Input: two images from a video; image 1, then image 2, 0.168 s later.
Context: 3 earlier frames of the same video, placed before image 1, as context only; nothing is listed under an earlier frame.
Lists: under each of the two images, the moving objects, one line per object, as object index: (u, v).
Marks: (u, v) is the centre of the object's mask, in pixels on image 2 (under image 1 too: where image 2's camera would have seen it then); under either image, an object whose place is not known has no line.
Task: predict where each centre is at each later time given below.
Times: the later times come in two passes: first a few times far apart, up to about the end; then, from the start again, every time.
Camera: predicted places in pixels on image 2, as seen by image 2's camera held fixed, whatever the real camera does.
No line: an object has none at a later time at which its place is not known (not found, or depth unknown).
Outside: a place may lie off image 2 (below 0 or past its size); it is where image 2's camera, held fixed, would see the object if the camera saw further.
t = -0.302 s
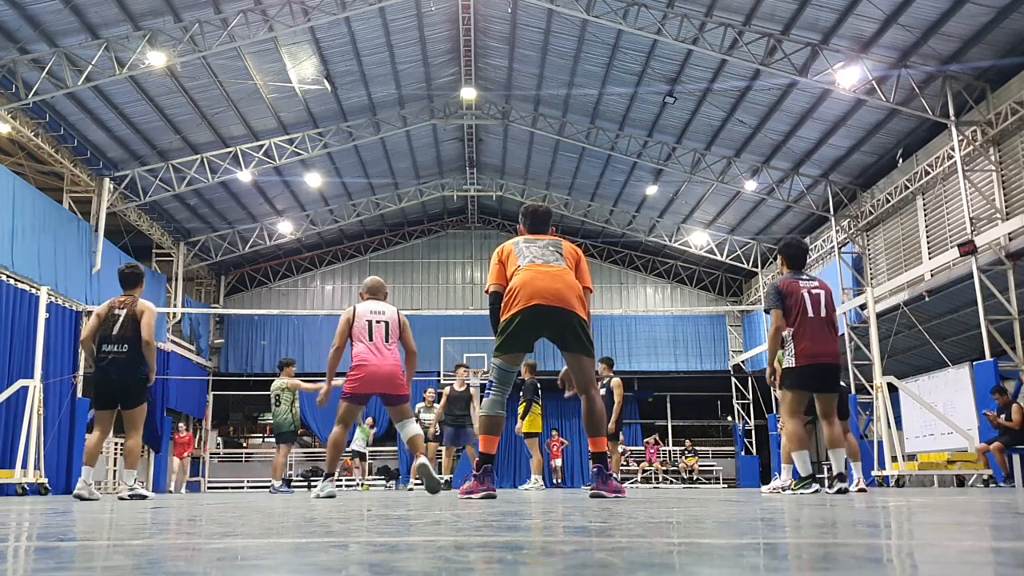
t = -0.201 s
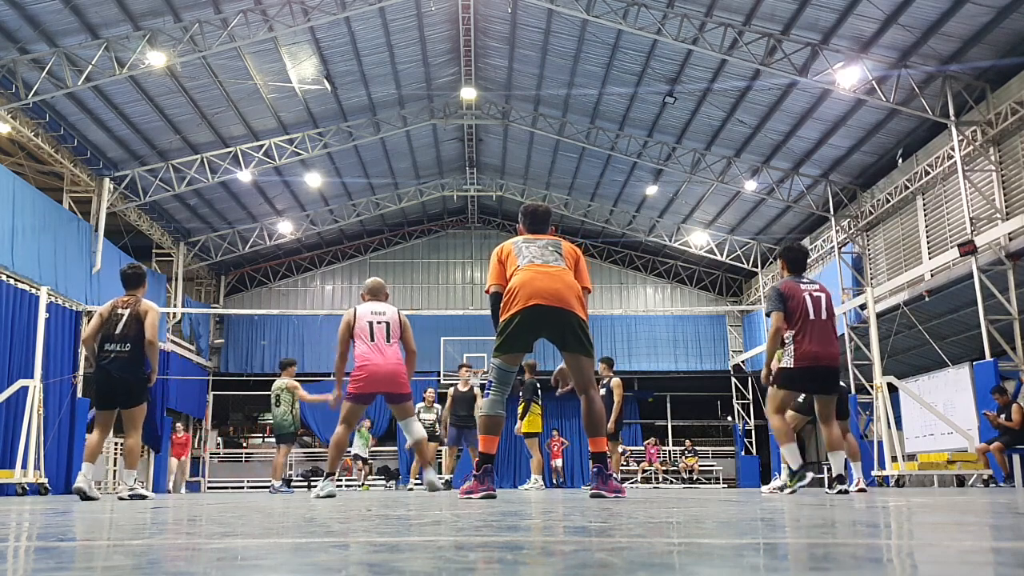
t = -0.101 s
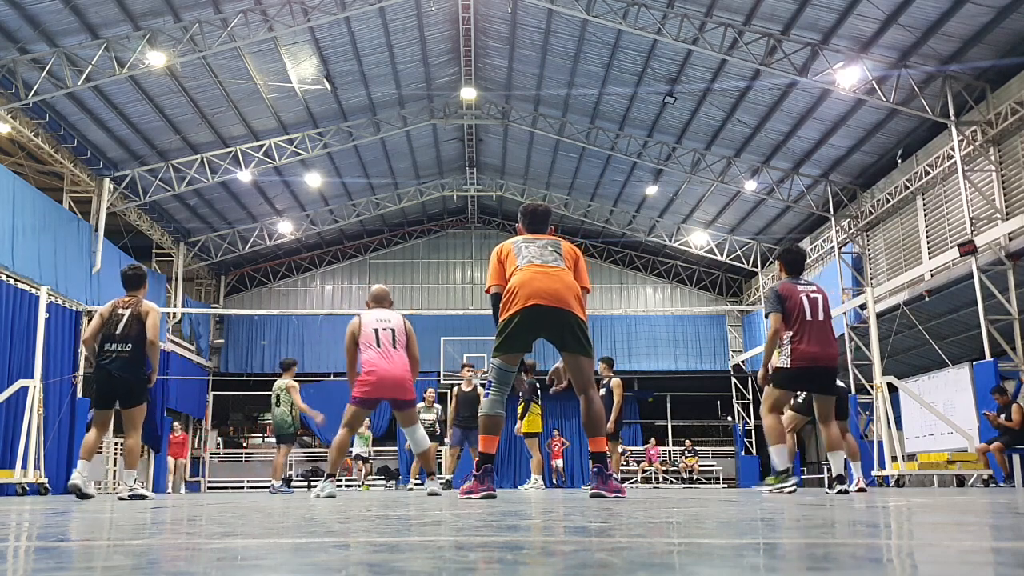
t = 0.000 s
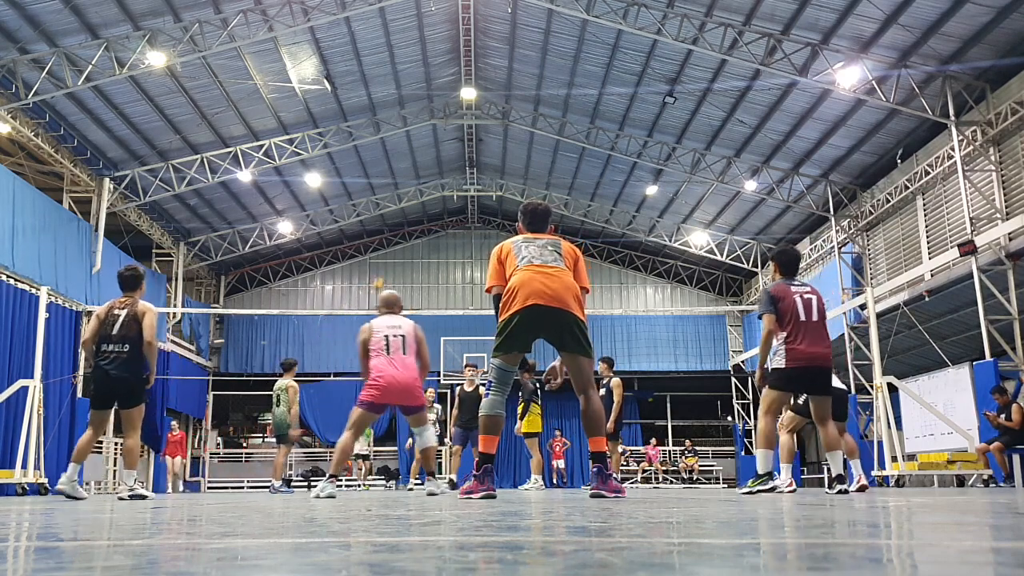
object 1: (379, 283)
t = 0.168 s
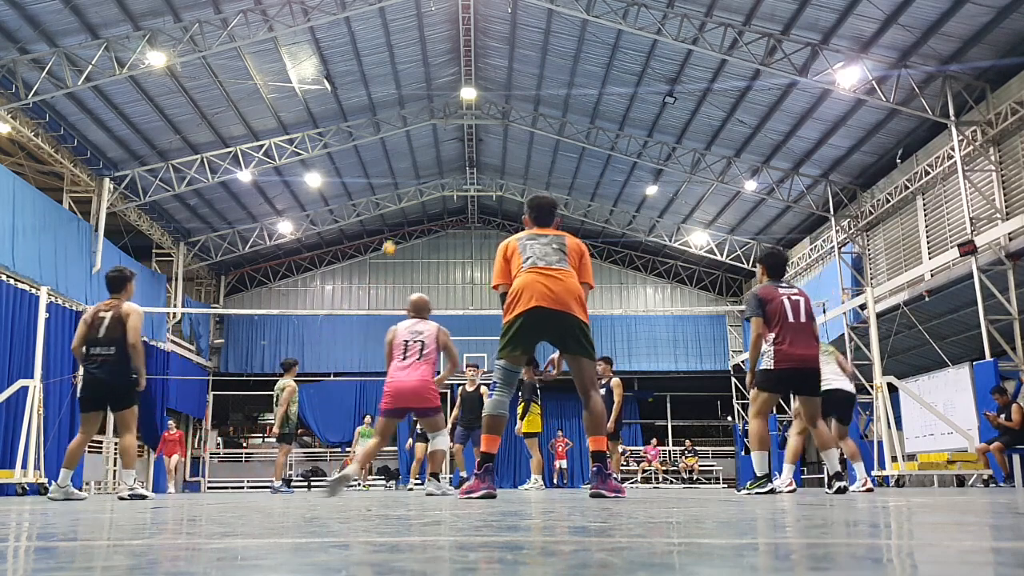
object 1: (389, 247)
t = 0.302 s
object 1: (400, 224)
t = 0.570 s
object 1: (428, 203)
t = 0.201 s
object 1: (391, 241)
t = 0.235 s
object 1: (394, 235)
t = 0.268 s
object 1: (396, 229)
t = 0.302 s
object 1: (400, 224)
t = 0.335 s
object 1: (402, 219)
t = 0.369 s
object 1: (406, 215)
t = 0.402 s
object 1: (408, 210)
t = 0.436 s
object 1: (412, 208)
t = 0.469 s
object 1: (416, 205)
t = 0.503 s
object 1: (420, 203)
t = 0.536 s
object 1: (424, 203)
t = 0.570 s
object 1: (428, 203)
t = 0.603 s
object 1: (432, 204)
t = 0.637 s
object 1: (437, 207)
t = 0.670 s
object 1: (442, 210)
